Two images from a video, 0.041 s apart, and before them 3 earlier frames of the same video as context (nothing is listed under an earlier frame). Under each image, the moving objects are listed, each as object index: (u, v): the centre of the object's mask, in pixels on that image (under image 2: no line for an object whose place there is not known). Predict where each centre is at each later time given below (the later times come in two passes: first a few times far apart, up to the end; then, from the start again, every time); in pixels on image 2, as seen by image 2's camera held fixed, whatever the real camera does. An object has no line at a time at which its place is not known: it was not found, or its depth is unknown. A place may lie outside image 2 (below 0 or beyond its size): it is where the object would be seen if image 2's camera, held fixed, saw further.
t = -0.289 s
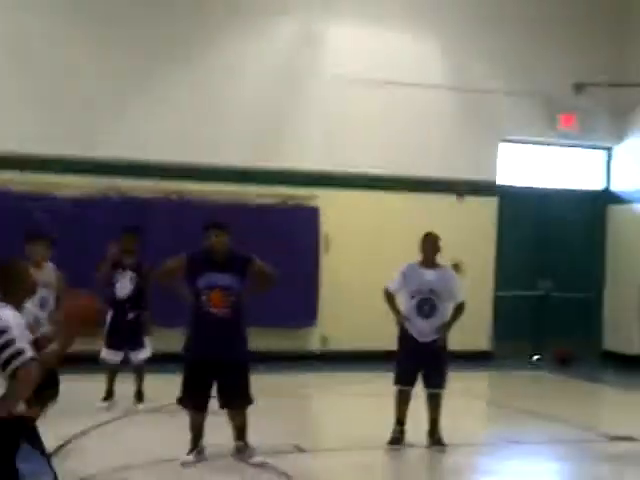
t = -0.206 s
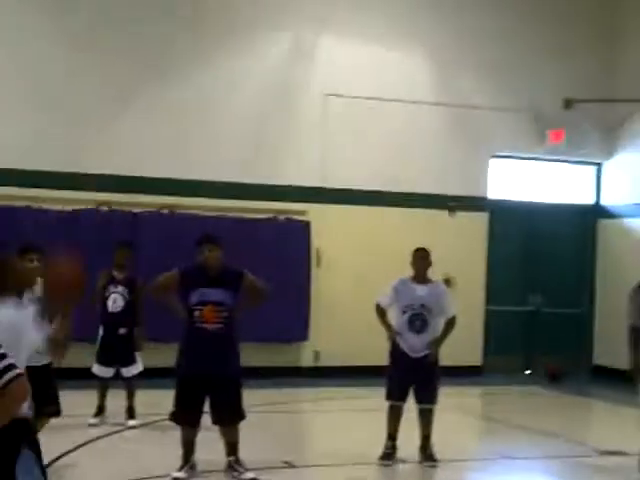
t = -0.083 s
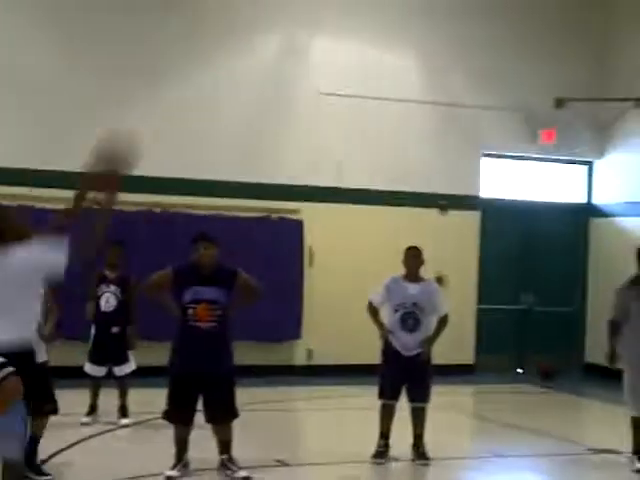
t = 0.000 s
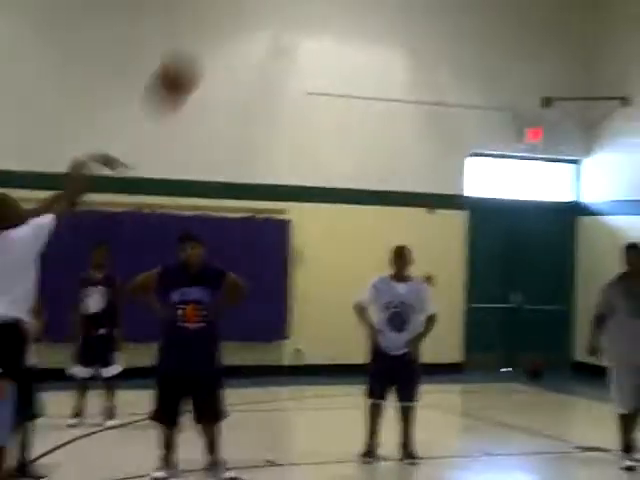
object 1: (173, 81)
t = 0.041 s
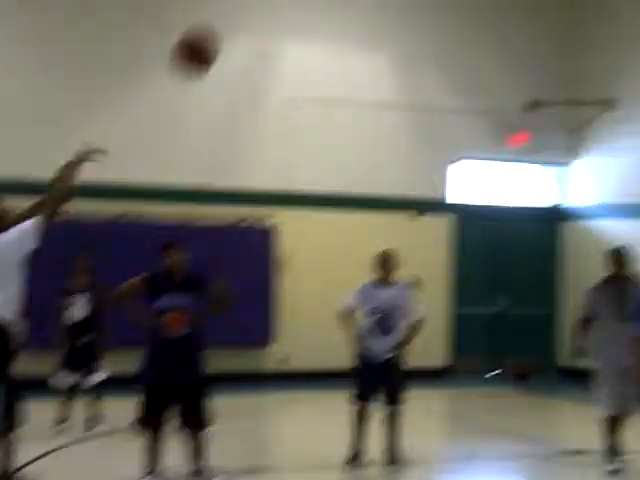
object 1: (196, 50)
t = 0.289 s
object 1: (397, -77)
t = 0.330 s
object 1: (429, -88)
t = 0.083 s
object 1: (233, 17)
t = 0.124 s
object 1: (266, -7)
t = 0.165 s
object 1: (301, -27)
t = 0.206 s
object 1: (334, -46)
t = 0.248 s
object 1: (366, -63)
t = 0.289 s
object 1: (397, -77)
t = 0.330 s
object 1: (429, -88)
